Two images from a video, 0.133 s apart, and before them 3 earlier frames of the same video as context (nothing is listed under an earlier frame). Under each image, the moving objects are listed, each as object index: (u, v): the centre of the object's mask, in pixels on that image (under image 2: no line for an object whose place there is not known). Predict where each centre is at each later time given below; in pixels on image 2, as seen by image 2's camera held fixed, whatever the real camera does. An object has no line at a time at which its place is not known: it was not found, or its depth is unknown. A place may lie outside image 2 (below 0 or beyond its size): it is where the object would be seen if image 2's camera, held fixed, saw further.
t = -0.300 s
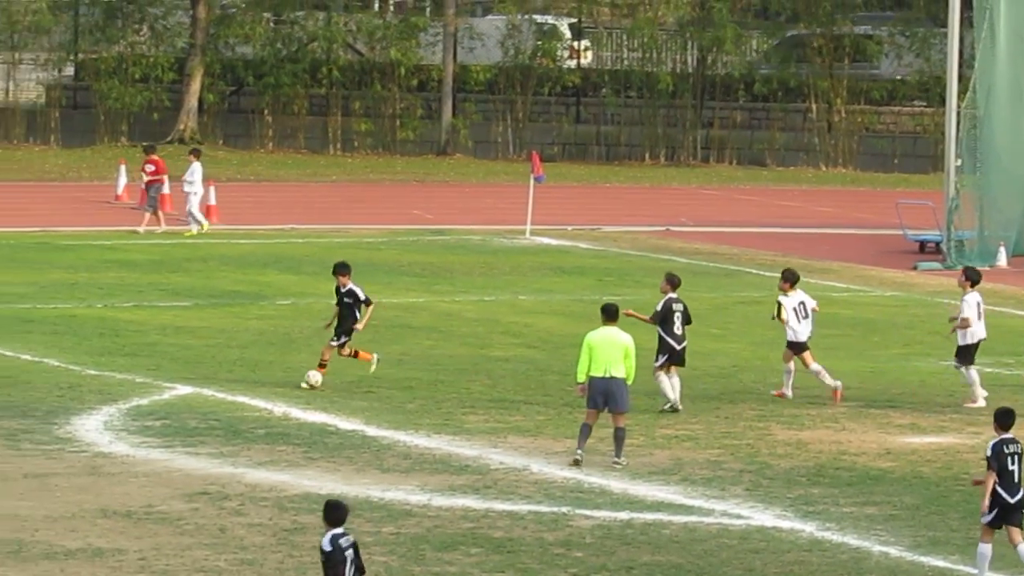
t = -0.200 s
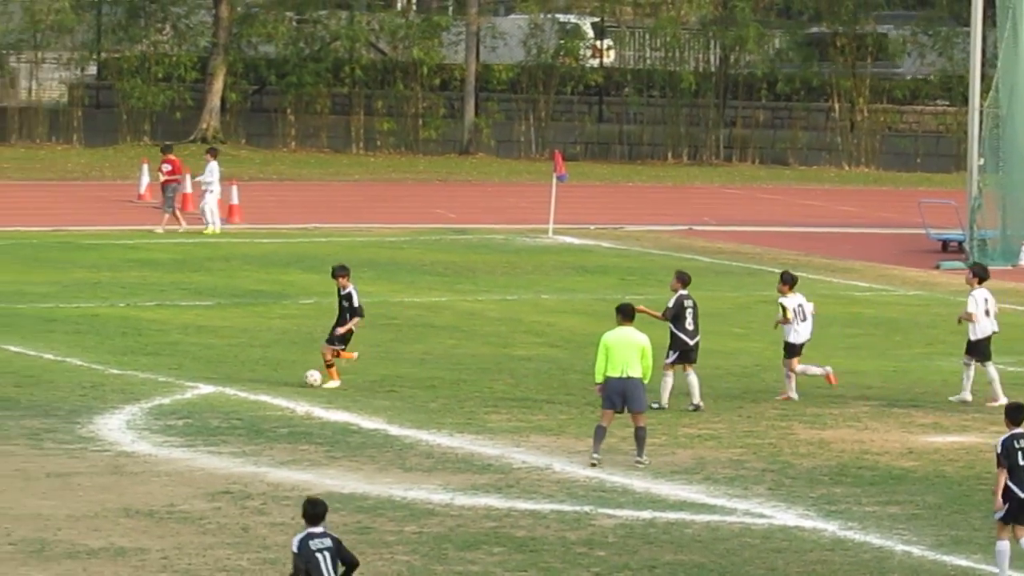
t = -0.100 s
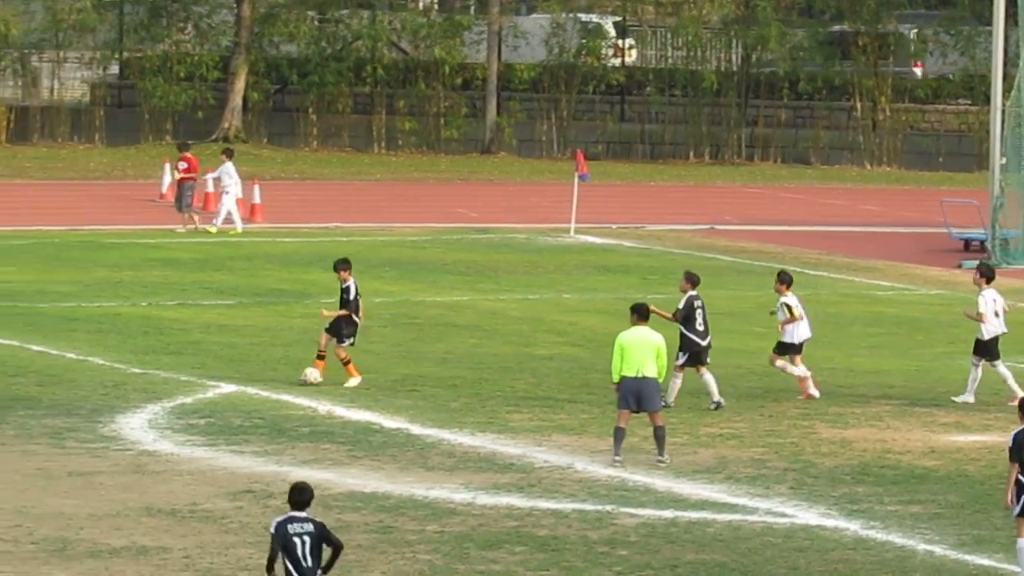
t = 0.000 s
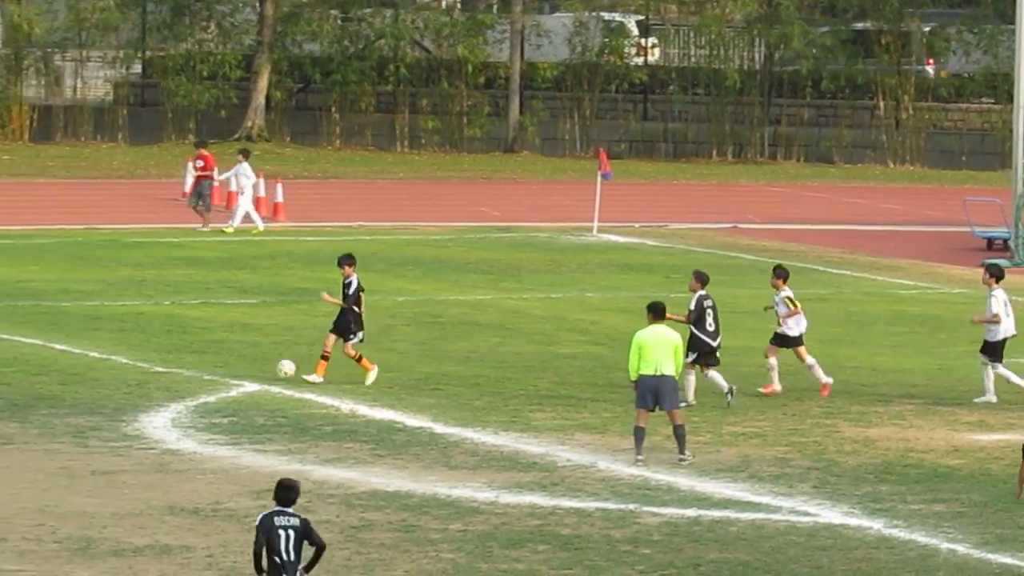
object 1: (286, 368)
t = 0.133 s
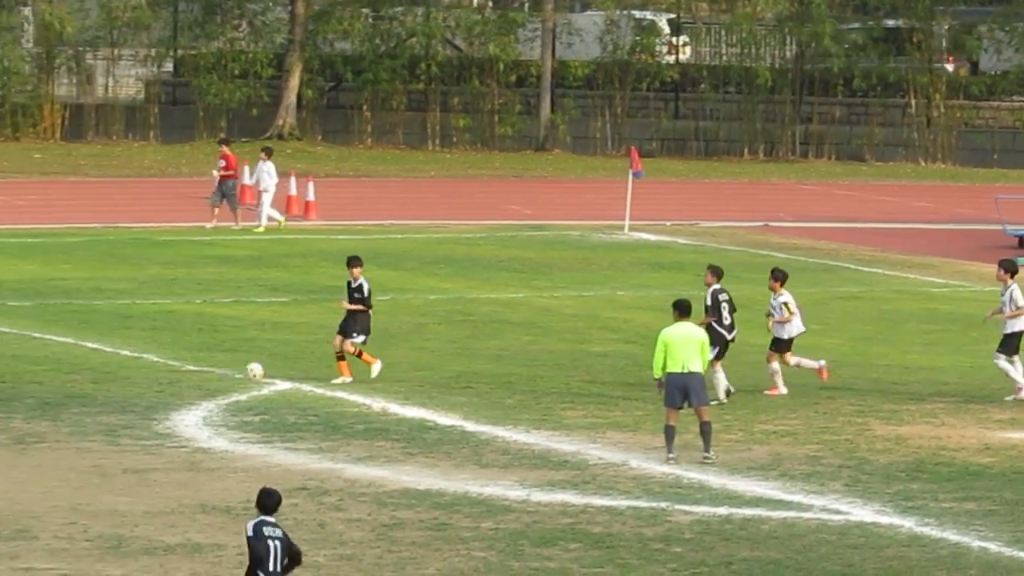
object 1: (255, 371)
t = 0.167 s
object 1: (239, 375)
